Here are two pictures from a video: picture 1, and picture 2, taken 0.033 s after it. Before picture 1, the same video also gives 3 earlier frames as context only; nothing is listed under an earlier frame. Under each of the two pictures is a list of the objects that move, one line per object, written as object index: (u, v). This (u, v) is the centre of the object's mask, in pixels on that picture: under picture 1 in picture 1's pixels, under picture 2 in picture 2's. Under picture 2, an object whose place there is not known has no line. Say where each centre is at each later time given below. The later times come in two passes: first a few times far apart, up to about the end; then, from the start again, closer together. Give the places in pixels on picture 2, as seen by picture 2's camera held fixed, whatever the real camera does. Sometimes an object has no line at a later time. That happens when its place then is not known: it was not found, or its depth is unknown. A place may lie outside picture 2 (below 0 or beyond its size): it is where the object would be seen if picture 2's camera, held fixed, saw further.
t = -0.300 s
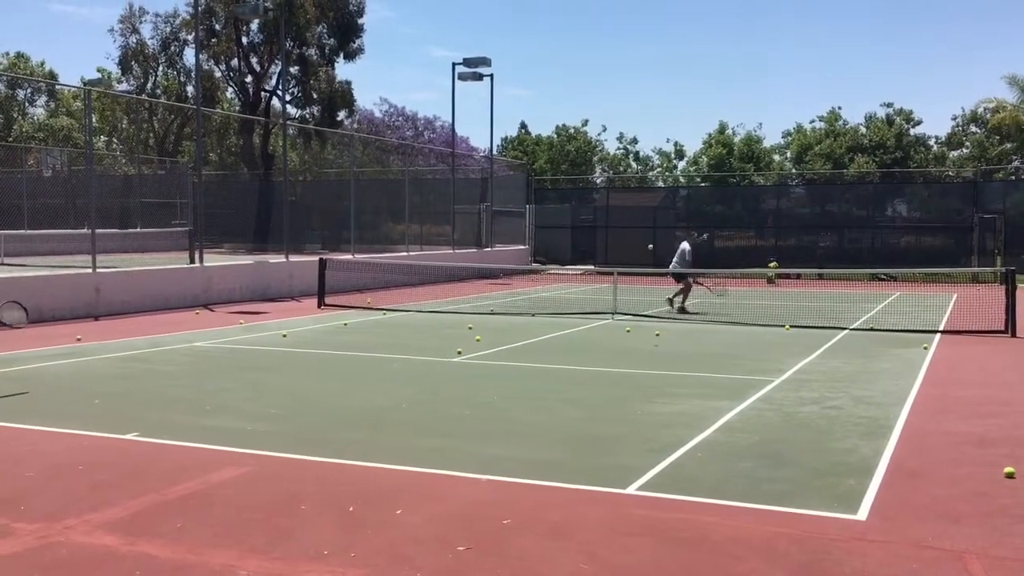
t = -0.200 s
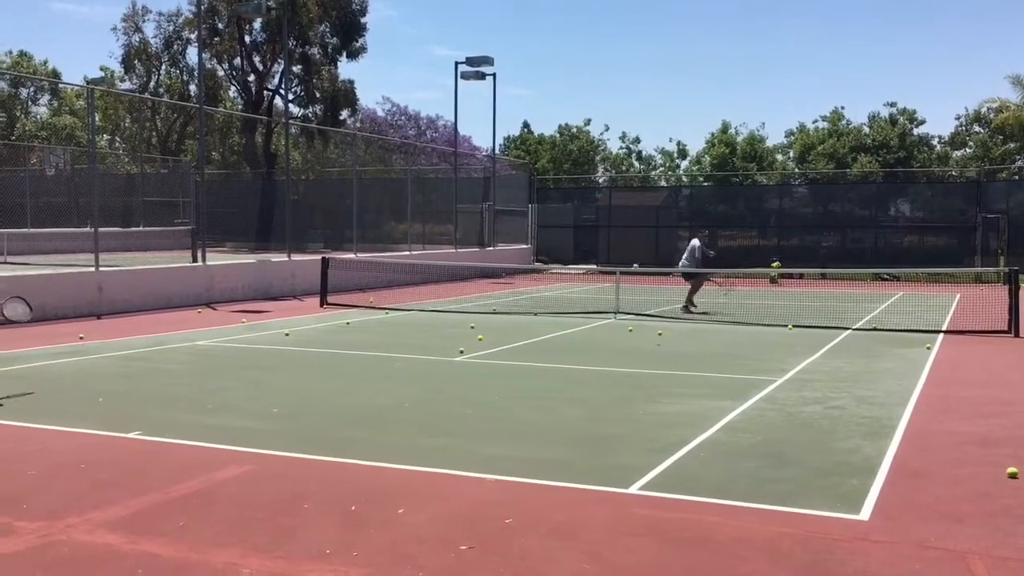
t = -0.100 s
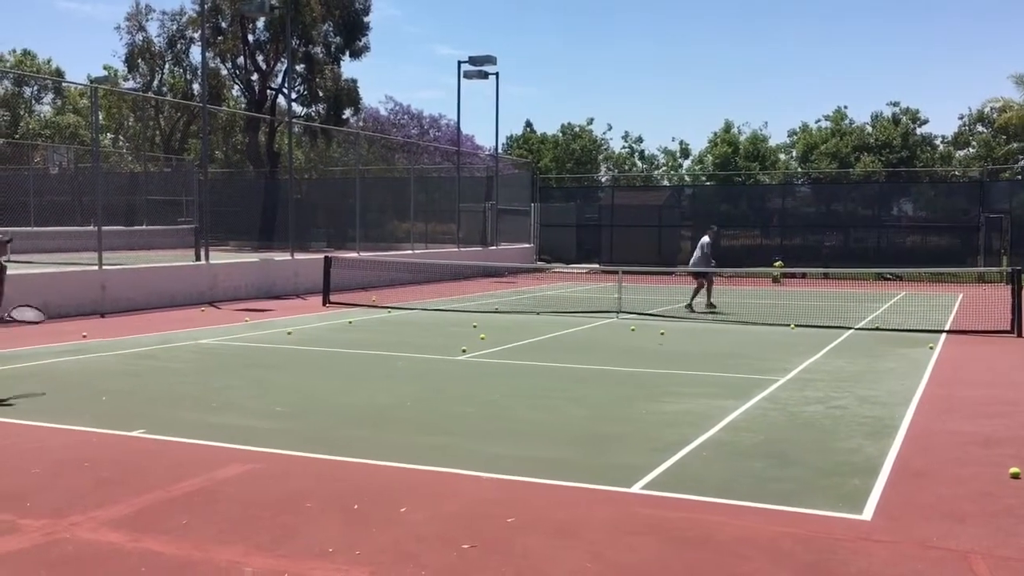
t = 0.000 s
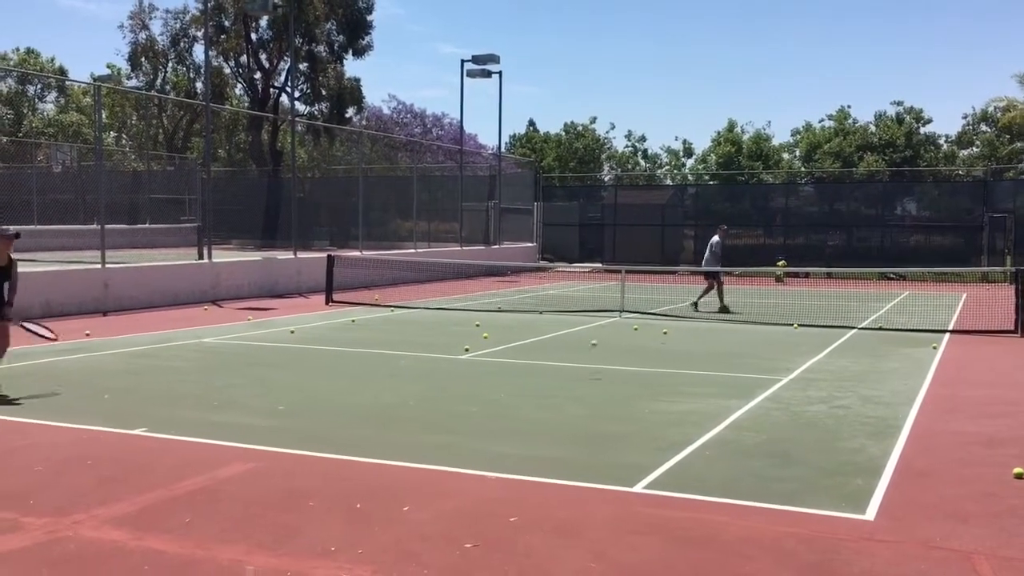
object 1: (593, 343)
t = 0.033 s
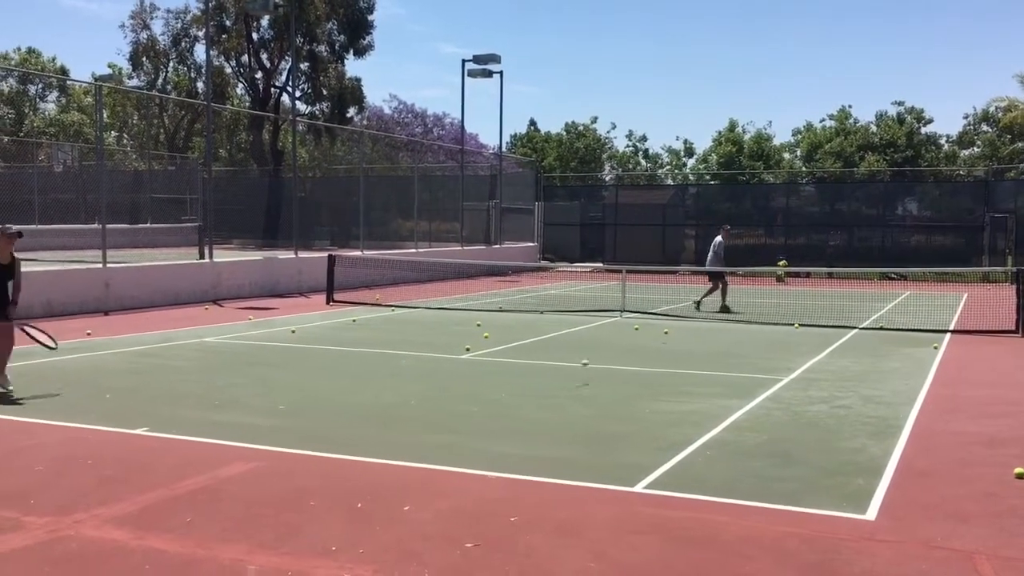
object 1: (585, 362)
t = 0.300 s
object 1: (535, 336)
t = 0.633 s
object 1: (454, 369)
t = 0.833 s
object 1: (380, 502)
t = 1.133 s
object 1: (184, 512)
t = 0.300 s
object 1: (535, 336)
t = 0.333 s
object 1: (529, 332)
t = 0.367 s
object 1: (522, 329)
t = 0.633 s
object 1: (454, 369)
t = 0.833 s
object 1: (380, 502)
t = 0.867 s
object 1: (365, 534)
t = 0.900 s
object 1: (348, 524)
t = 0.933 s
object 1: (330, 515)
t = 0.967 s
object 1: (311, 508)
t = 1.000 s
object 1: (290, 504)
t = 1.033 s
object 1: (267, 502)
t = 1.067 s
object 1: (242, 502)
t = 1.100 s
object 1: (215, 505)
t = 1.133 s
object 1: (184, 512)
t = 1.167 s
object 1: (151, 523)
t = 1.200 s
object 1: (113, 539)
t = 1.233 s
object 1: (71, 561)
